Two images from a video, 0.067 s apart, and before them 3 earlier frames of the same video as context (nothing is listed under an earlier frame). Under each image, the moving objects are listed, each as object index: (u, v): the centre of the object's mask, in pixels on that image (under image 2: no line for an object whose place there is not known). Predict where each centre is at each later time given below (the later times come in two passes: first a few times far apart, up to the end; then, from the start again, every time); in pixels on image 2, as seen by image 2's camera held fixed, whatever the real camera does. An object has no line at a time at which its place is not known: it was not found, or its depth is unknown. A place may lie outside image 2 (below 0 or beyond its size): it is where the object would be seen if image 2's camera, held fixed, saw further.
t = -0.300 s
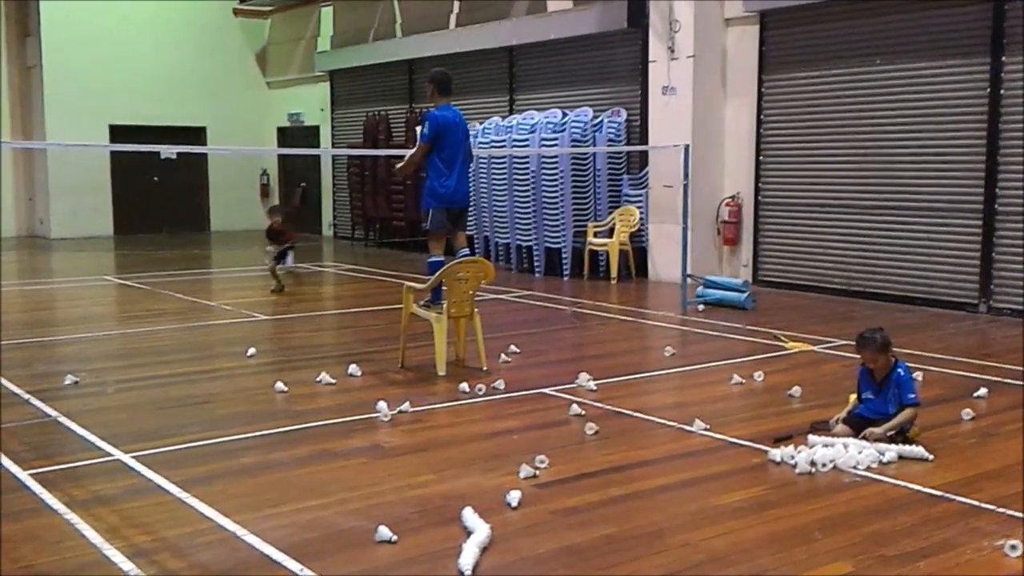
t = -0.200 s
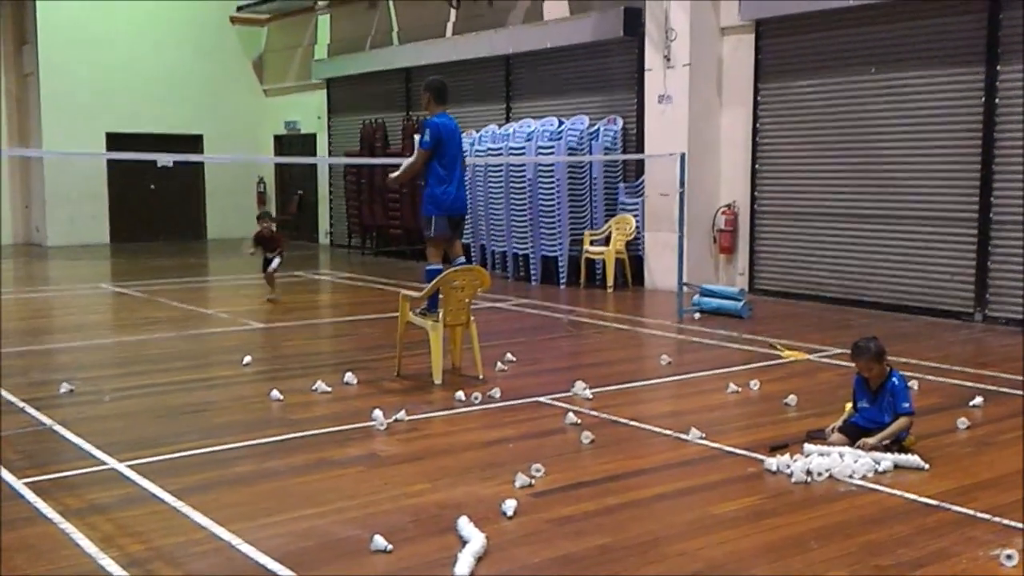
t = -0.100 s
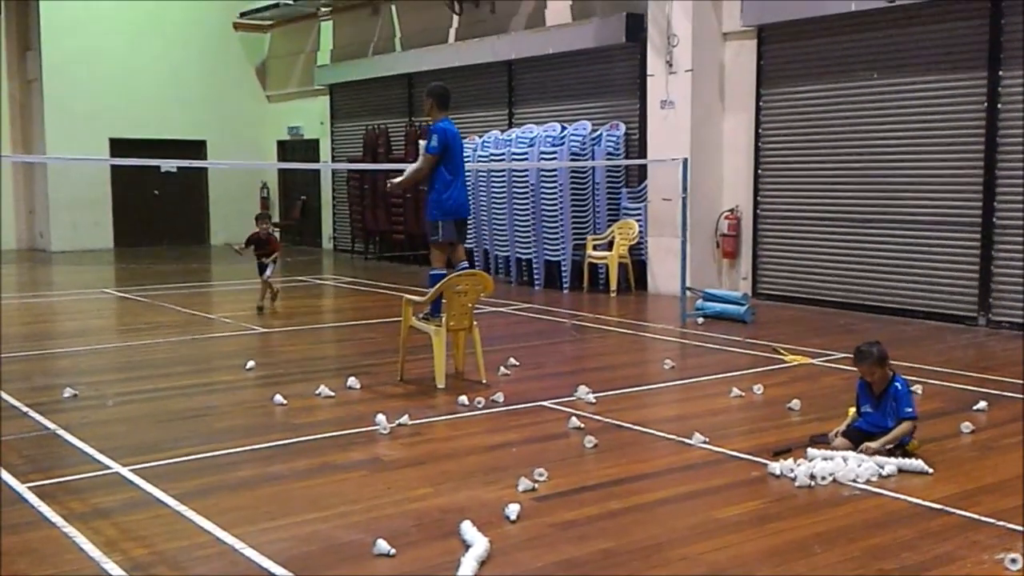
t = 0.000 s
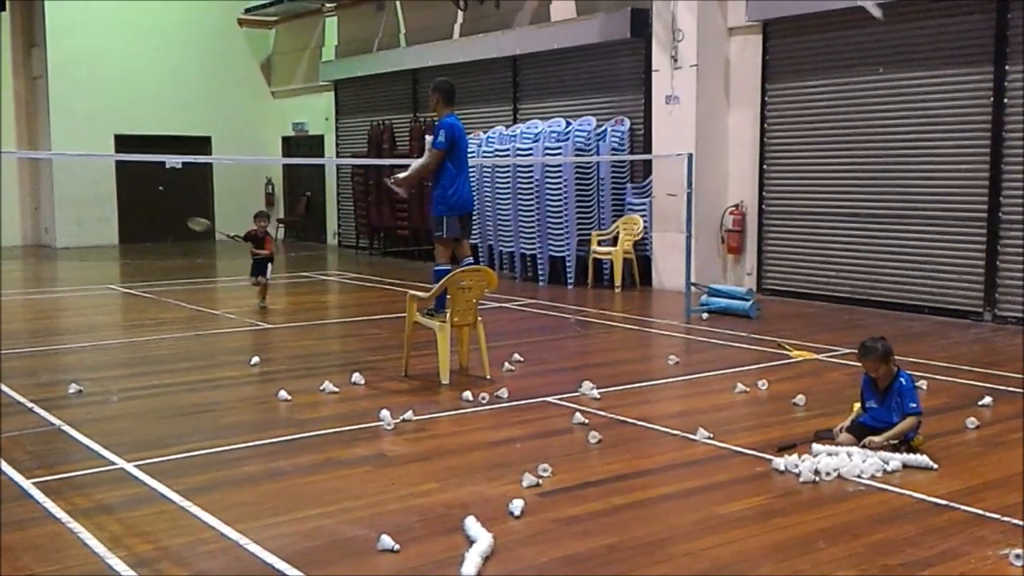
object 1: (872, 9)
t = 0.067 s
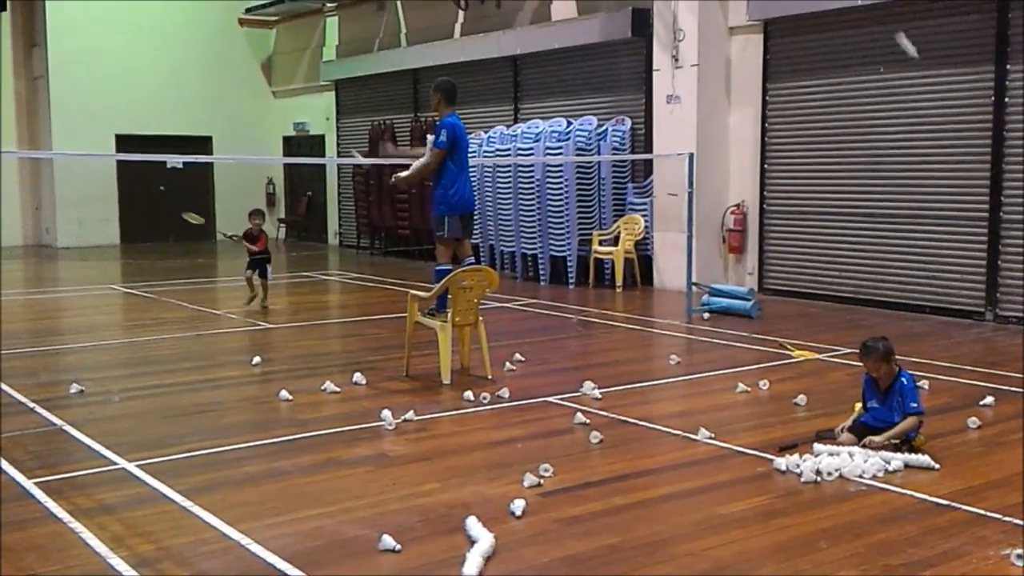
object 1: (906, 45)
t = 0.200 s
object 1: (970, 137)
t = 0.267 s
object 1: (999, 192)
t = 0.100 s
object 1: (920, 64)
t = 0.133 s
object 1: (938, 89)
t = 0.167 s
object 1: (953, 111)
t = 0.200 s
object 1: (970, 137)
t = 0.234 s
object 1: (986, 165)
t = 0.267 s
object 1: (999, 192)
